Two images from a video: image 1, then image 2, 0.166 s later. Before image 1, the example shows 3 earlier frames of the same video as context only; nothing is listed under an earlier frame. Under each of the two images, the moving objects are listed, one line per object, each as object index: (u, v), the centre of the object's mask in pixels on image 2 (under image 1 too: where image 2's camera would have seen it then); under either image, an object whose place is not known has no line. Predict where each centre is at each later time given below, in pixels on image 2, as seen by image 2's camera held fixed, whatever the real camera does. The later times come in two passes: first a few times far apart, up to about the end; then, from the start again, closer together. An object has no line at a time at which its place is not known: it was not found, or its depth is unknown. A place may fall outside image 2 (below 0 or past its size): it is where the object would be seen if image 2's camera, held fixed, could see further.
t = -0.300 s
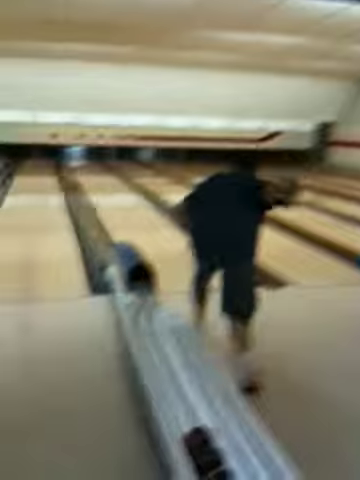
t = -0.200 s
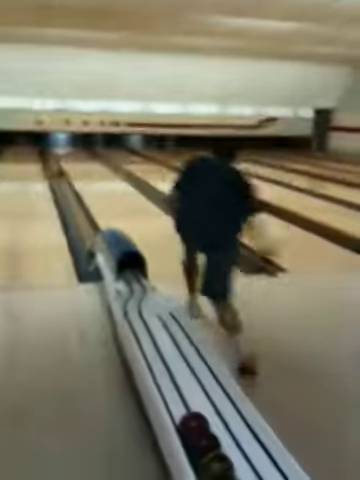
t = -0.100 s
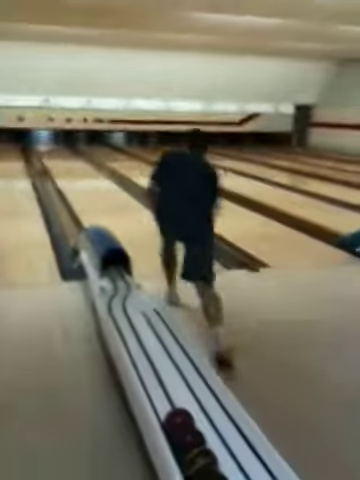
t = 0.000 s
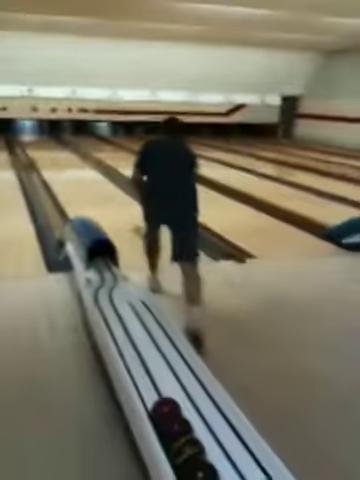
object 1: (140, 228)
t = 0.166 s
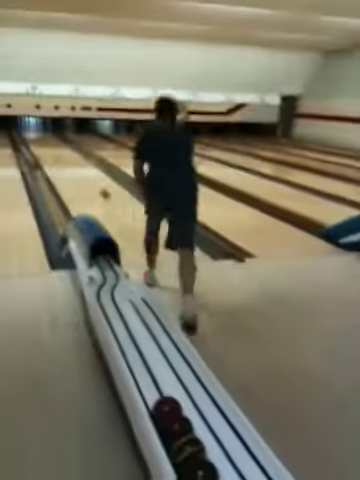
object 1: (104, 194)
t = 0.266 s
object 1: (90, 182)
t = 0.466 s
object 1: (71, 165)
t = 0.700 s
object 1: (57, 149)
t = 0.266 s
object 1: (90, 182)
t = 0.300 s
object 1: (87, 178)
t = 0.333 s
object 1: (82, 175)
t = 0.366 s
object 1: (79, 173)
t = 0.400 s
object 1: (76, 171)
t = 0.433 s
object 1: (74, 168)
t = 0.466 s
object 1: (71, 165)
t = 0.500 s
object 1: (69, 162)
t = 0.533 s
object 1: (67, 161)
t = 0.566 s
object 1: (64, 159)
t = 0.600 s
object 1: (63, 156)
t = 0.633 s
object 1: (60, 153)
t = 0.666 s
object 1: (59, 150)
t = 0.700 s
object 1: (57, 149)
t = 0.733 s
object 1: (56, 148)
